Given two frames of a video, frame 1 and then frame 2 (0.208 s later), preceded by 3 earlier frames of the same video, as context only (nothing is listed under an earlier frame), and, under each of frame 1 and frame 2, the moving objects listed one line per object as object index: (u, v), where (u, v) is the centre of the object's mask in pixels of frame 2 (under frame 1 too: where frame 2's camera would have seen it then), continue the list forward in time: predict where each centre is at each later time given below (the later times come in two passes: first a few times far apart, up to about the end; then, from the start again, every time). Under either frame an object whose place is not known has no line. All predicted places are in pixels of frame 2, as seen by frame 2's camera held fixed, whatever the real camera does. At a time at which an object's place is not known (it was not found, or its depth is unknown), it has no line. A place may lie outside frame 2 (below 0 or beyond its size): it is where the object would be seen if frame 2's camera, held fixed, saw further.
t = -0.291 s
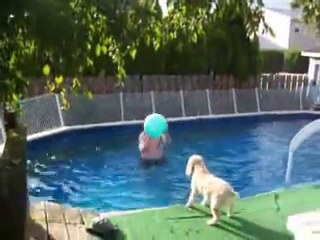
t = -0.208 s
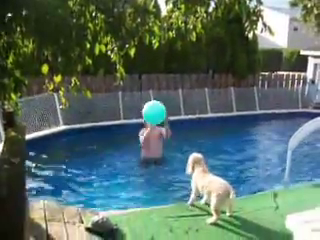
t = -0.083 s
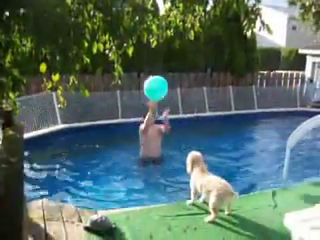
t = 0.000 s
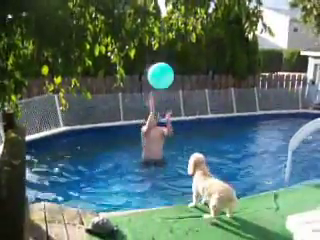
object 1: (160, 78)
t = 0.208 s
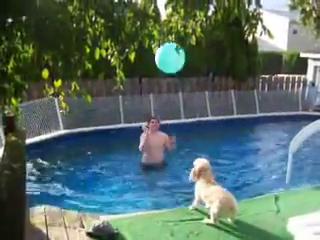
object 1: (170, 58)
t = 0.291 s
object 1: (174, 58)
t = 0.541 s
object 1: (188, 94)
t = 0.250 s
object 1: (172, 57)
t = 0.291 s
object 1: (174, 58)
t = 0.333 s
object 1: (176, 60)
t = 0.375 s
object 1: (178, 64)
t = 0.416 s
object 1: (181, 68)
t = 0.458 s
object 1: (183, 75)
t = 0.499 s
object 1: (186, 84)
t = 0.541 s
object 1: (188, 94)
